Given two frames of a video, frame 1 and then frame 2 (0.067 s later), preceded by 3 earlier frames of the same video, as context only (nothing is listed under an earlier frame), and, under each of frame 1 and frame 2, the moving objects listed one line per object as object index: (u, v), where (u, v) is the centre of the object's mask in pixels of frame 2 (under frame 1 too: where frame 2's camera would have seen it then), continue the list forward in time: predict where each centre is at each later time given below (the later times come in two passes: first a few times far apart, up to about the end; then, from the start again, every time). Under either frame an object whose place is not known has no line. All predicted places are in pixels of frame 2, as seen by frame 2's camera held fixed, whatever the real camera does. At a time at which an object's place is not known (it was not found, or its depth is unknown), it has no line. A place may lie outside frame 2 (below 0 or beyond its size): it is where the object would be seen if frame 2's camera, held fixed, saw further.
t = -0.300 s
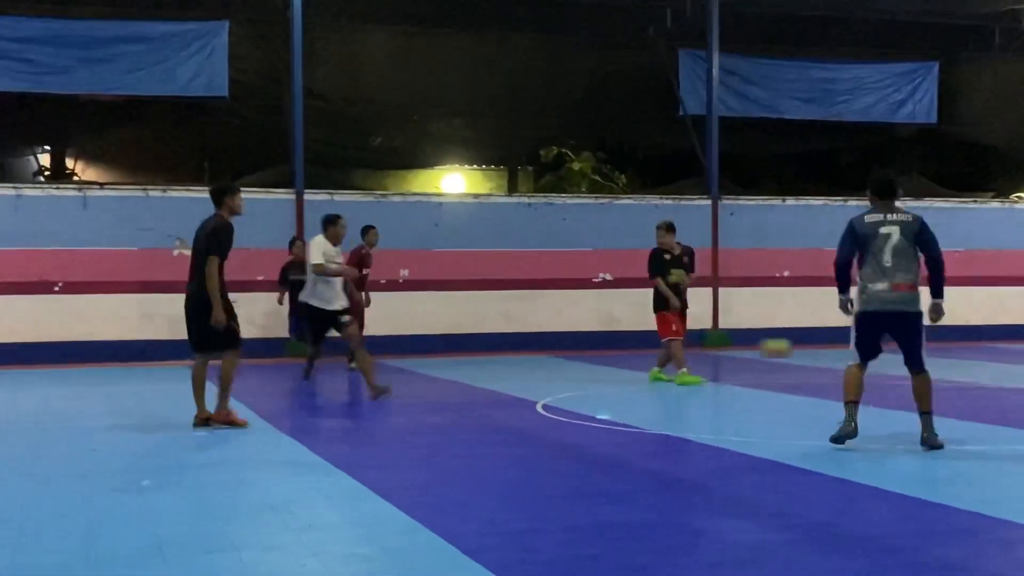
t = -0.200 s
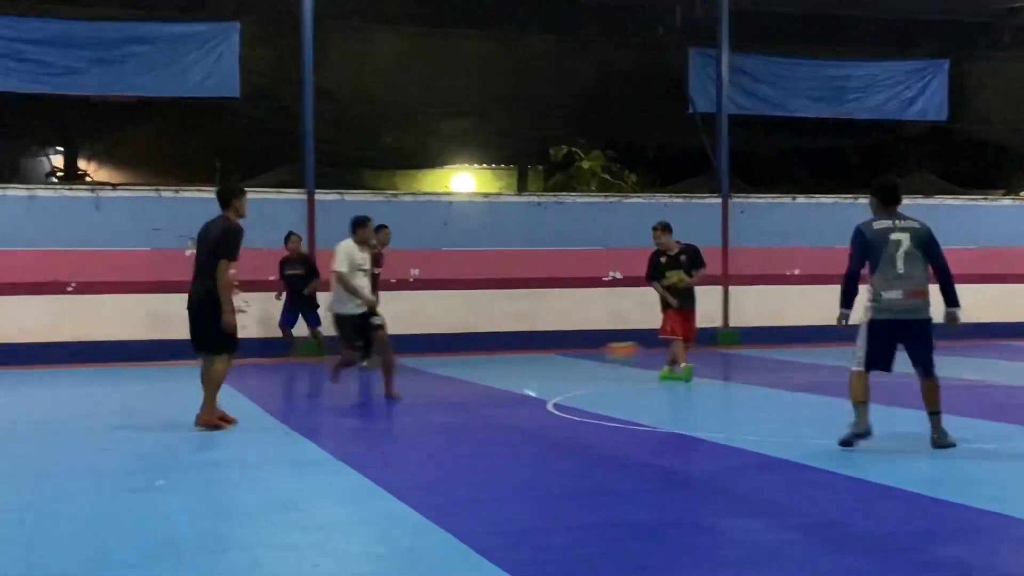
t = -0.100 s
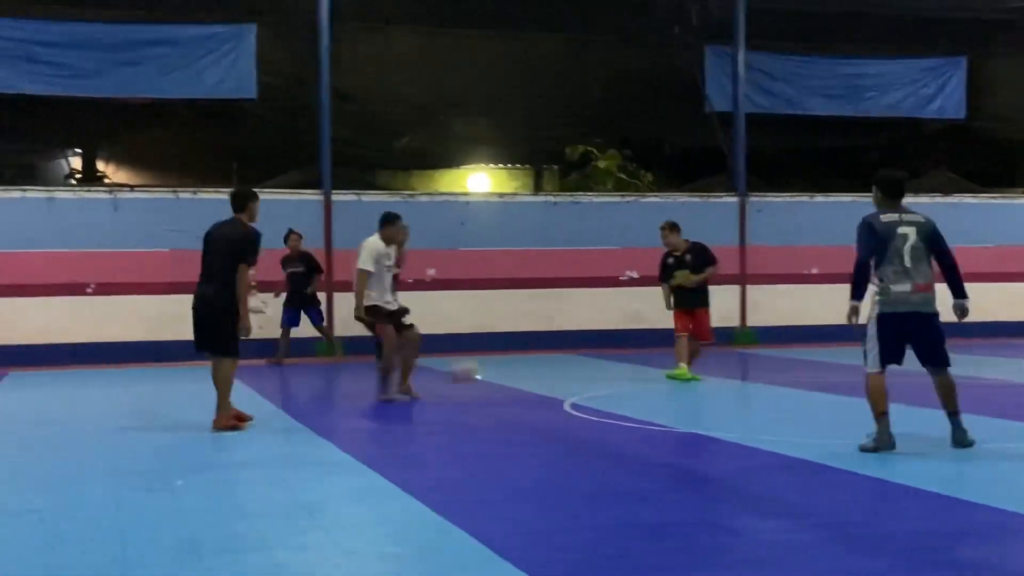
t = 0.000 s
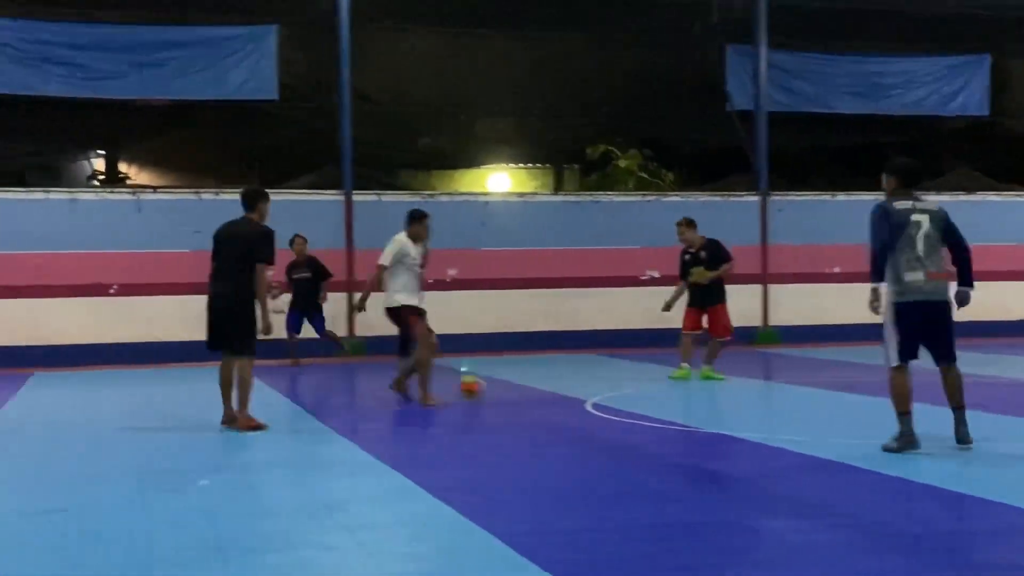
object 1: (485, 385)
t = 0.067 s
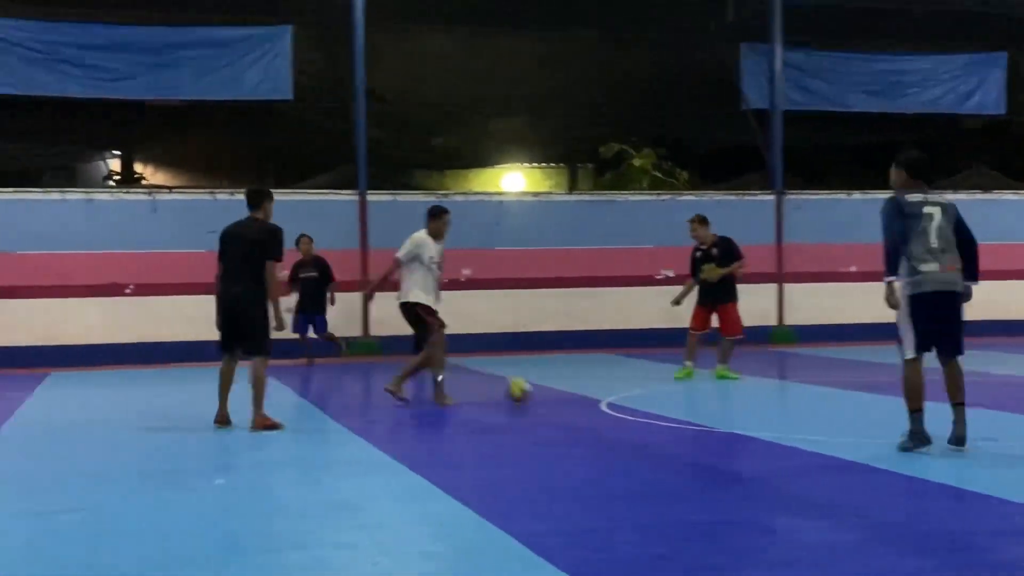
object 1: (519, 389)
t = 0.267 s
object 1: (607, 399)
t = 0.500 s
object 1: (712, 407)
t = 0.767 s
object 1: (845, 416)
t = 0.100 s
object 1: (534, 391)
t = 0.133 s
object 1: (548, 394)
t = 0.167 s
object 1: (564, 395)
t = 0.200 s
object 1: (580, 395)
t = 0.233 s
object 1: (594, 398)
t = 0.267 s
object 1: (607, 399)
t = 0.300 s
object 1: (621, 401)
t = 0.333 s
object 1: (638, 402)
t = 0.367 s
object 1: (652, 403)
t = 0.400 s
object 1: (667, 402)
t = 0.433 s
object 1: (681, 404)
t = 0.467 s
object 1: (698, 407)
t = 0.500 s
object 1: (712, 407)
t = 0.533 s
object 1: (728, 407)
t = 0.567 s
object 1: (745, 410)
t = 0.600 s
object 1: (761, 412)
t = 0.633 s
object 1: (777, 410)
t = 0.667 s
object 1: (794, 412)
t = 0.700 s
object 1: (811, 416)
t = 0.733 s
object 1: (827, 416)
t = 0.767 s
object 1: (845, 416)
